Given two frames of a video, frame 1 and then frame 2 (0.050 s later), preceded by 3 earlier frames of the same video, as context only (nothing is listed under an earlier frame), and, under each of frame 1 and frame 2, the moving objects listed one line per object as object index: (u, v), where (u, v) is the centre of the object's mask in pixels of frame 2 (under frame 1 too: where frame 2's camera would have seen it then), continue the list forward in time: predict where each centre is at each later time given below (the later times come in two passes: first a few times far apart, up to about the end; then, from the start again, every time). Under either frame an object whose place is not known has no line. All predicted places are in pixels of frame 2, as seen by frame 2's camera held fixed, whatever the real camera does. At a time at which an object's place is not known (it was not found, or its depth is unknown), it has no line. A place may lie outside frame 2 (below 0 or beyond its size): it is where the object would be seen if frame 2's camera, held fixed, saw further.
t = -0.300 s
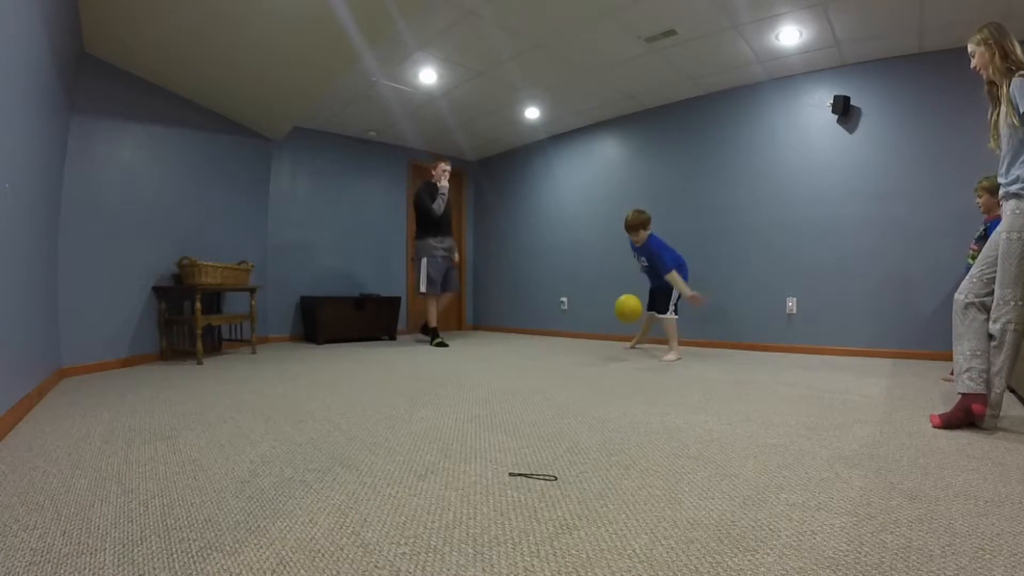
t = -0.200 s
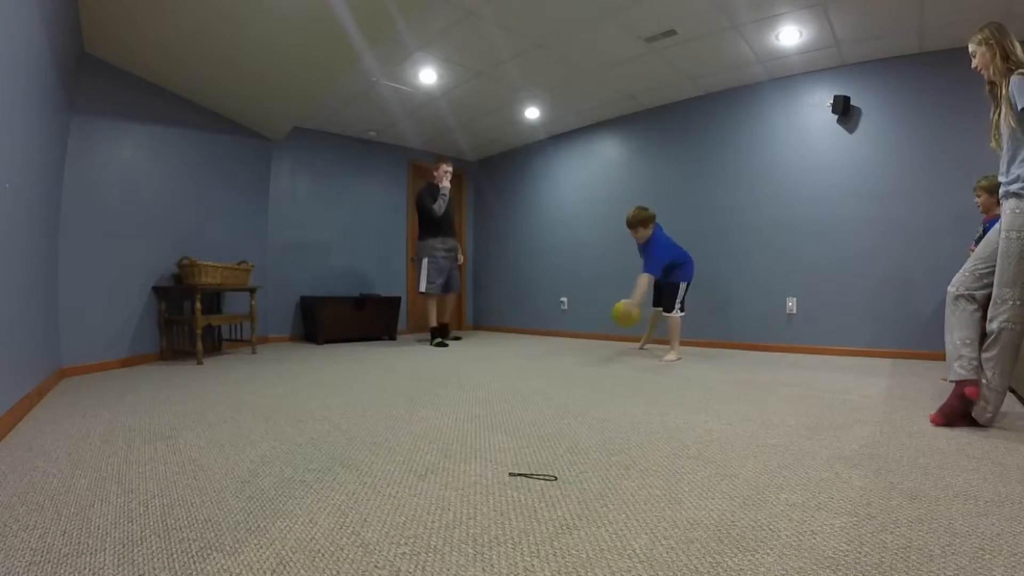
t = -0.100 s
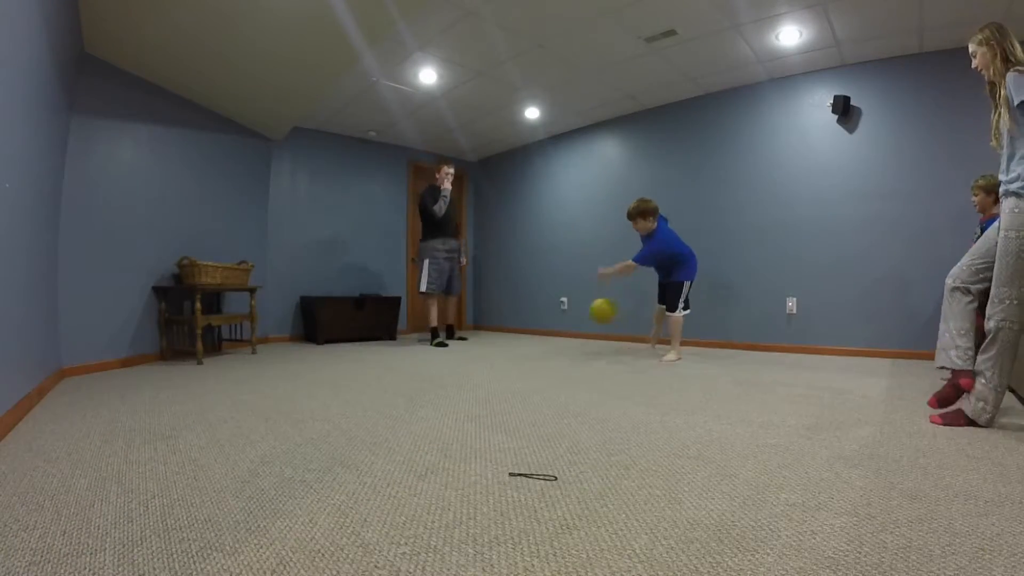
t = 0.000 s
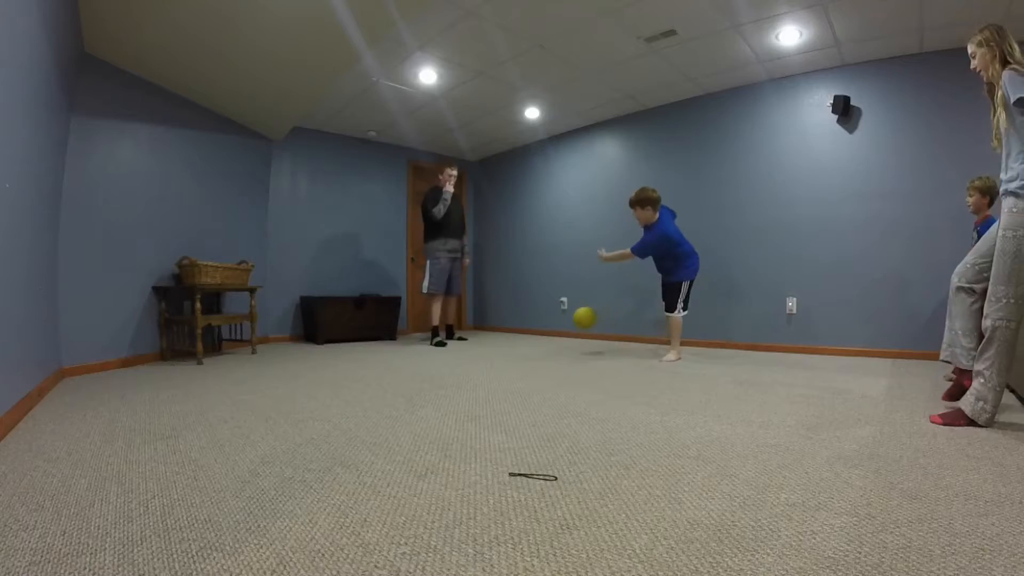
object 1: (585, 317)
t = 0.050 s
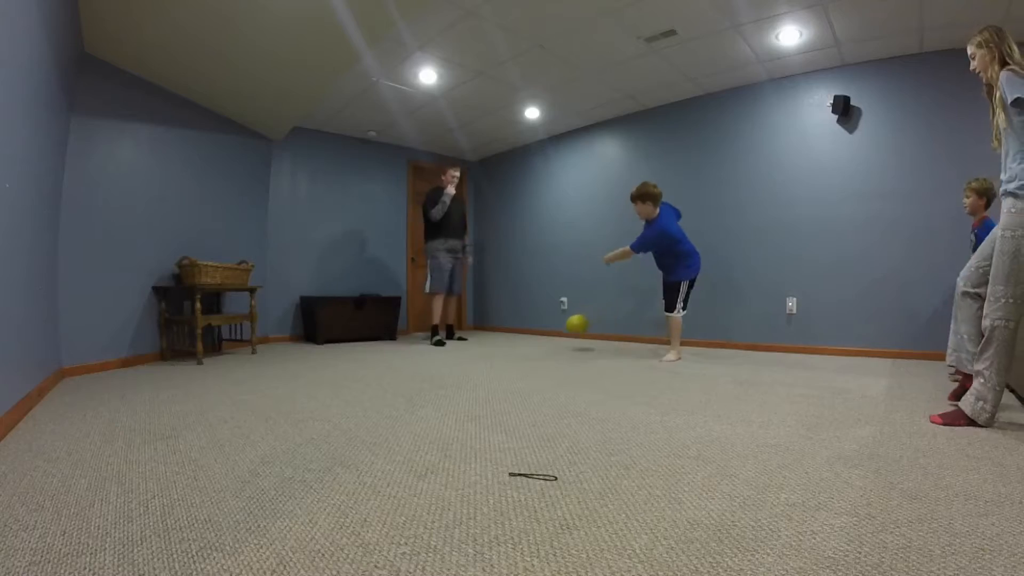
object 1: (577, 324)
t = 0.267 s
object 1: (555, 316)
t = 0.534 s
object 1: (523, 323)
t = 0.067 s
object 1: (574, 328)
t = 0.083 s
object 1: (572, 332)
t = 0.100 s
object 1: (570, 335)
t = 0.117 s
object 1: (569, 336)
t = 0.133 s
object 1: (567, 334)
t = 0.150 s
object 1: (565, 331)
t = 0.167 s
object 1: (564, 328)
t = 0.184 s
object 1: (563, 324)
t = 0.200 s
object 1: (561, 321)
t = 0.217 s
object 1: (559, 320)
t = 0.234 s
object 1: (558, 318)
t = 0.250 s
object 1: (556, 317)
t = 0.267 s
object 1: (555, 316)
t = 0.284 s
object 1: (554, 316)
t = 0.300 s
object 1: (553, 315)
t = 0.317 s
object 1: (552, 315)
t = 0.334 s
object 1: (551, 315)
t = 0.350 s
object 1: (550, 315)
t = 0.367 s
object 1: (548, 315)
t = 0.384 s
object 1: (547, 316)
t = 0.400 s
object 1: (546, 317)
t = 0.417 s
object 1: (545, 318)
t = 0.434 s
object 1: (542, 318)
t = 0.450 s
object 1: (539, 319)
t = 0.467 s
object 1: (536, 319)
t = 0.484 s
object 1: (533, 320)
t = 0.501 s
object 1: (529, 321)
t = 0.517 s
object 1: (527, 322)
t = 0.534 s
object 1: (523, 323)
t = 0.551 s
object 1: (520, 325)
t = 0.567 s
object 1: (517, 327)
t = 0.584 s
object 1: (514, 327)
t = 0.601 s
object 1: (511, 326)
